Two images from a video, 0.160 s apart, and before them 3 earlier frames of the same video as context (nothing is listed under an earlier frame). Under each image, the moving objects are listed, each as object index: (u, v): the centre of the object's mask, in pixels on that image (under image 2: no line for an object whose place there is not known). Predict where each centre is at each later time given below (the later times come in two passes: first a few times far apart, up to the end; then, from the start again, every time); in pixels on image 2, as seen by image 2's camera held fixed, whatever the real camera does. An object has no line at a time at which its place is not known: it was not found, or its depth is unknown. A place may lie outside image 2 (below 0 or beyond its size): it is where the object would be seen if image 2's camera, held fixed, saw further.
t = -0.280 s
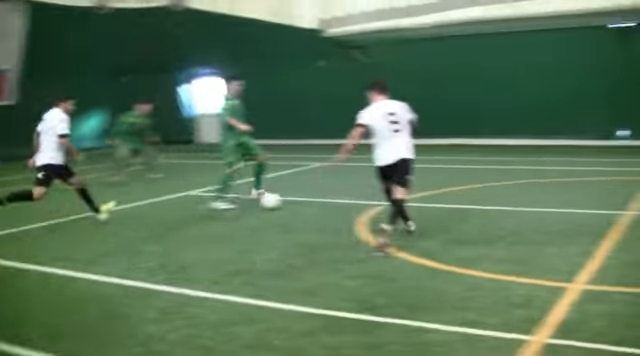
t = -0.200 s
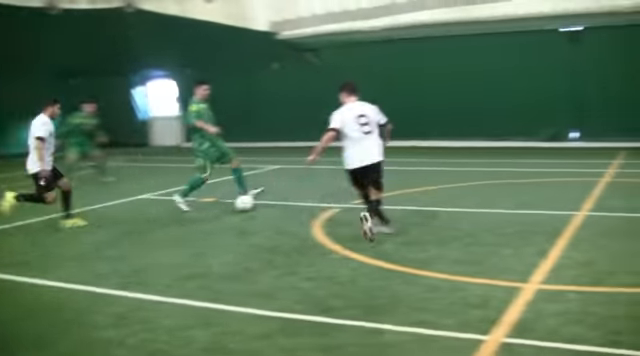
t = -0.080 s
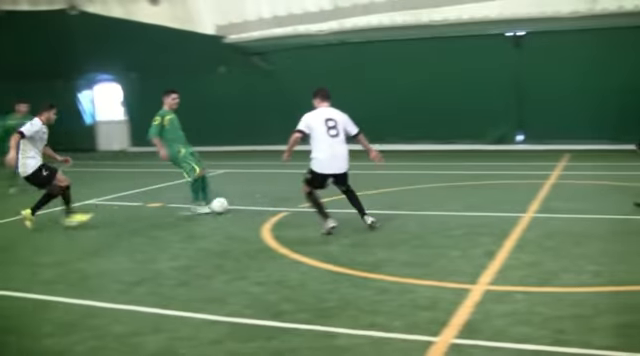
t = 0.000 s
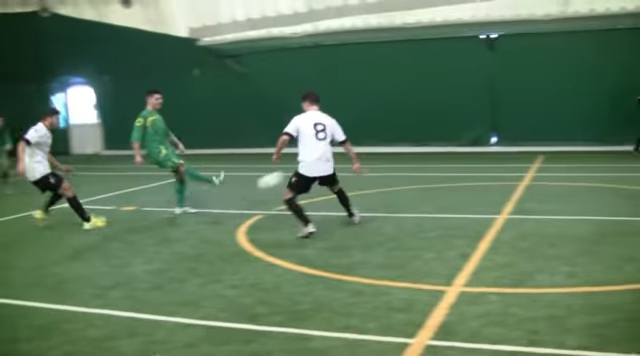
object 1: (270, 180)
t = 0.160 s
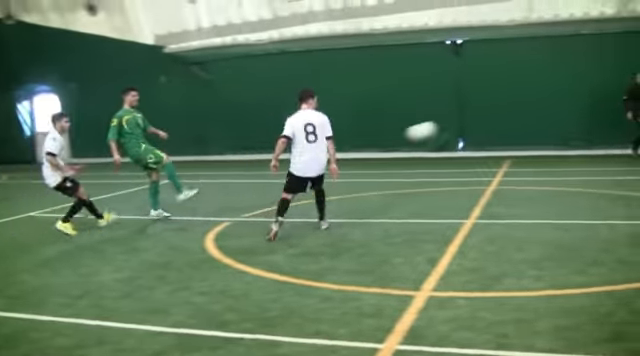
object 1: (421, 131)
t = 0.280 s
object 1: (558, 98)
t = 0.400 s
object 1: (680, 76)
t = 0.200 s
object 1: (467, 119)
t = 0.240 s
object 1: (513, 108)
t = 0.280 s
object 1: (558, 98)
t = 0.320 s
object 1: (604, 89)
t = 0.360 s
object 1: (647, 82)
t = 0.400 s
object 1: (680, 76)
